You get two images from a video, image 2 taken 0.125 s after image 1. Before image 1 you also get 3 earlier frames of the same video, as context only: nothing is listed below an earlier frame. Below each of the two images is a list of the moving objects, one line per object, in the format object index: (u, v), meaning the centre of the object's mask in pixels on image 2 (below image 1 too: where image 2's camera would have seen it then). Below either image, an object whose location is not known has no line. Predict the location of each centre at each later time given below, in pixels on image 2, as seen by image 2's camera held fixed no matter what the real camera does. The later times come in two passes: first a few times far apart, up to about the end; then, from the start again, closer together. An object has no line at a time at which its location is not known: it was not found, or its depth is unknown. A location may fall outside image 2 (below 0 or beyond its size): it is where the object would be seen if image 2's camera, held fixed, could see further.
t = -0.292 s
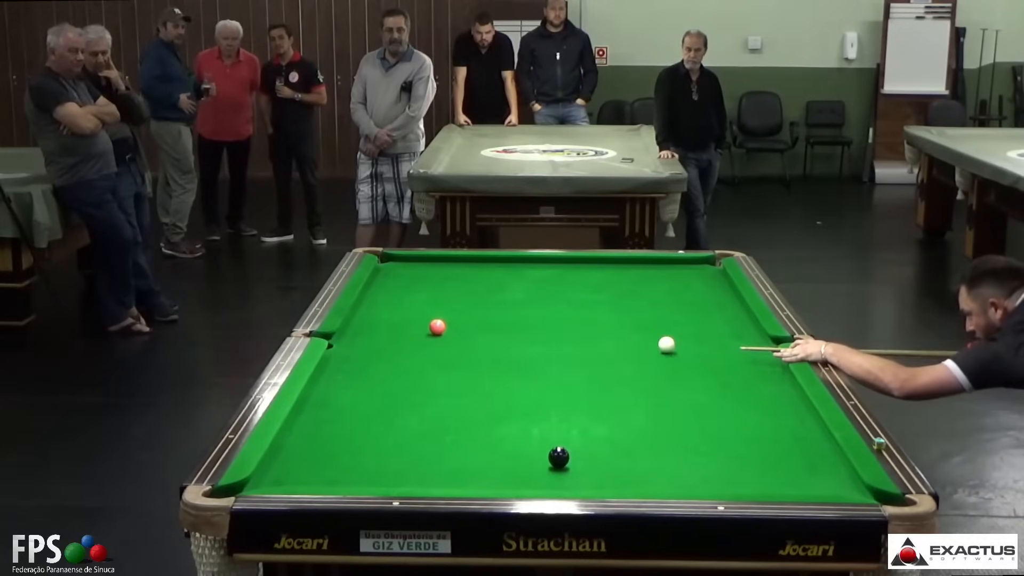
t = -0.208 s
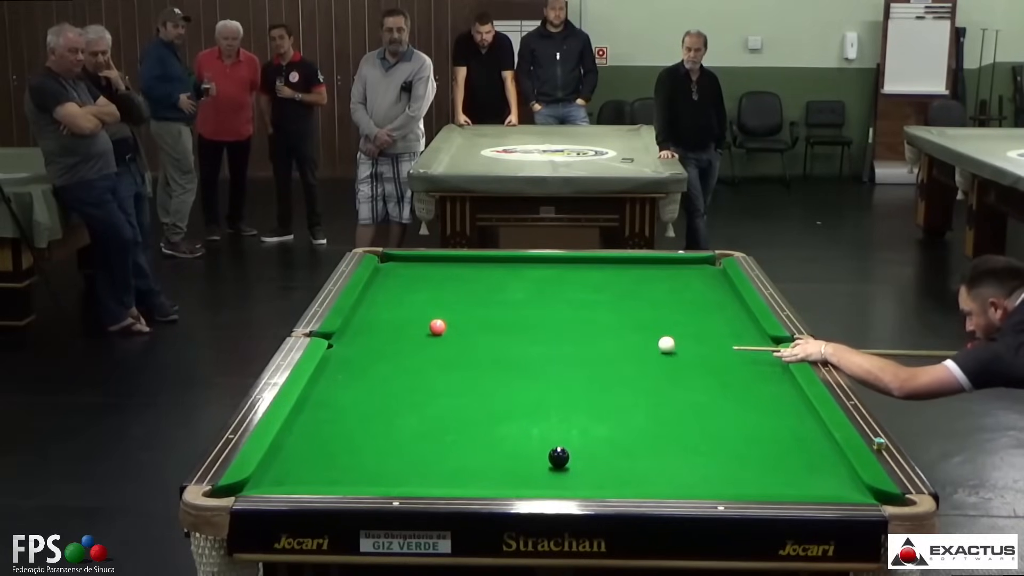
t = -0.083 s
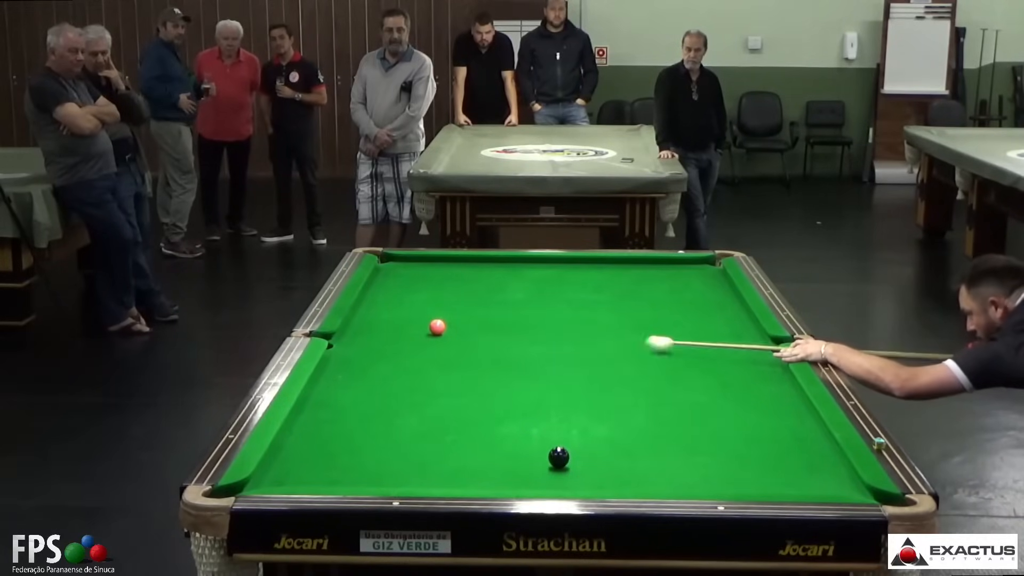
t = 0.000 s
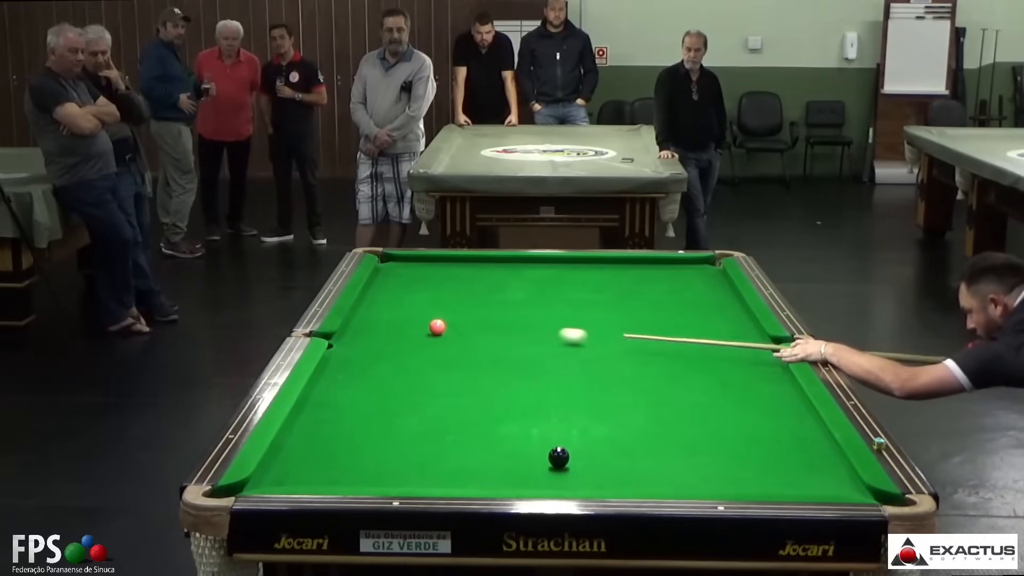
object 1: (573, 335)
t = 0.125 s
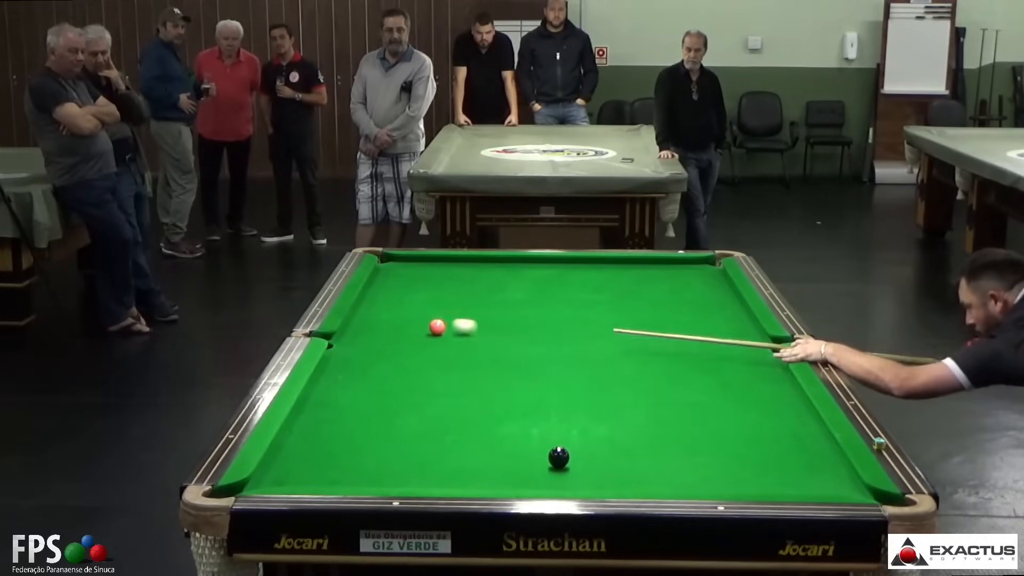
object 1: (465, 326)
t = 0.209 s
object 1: (431, 316)
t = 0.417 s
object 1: (371, 293)
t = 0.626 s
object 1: (433, 280)
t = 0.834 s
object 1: (485, 267)
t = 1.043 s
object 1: (528, 259)
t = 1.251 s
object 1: (575, 269)
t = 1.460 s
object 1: (619, 278)
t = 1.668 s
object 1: (670, 287)
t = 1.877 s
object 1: (718, 297)
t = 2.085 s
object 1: (721, 307)
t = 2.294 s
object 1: (695, 315)
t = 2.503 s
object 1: (667, 325)
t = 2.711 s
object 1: (640, 335)
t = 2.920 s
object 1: (609, 345)
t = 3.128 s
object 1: (580, 355)
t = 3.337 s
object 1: (548, 365)
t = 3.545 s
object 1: (518, 376)
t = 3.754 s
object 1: (484, 387)
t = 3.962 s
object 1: (452, 398)
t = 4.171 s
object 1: (416, 411)
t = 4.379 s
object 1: (382, 422)
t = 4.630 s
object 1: (340, 437)
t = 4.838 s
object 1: (303, 449)
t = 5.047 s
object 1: (274, 461)
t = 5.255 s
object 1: (286, 471)
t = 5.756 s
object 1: (316, 481)
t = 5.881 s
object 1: (324, 479)
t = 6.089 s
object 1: (339, 477)
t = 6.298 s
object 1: (350, 473)
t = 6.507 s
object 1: (361, 470)
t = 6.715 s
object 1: (369, 467)
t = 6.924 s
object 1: (376, 465)
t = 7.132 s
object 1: (381, 463)
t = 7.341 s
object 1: (385, 462)
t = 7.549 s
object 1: (387, 461)
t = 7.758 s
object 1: (389, 461)
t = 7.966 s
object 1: (388, 461)
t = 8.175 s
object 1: (388, 461)
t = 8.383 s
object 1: (388, 461)
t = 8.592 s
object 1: (388, 461)
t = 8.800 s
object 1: (388, 461)
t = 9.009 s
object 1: (388, 461)
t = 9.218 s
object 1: (388, 461)
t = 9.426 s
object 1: (388, 461)
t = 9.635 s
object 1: (388, 461)
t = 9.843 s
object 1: (388, 461)
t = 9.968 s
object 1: (388, 461)
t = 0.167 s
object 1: (441, 320)
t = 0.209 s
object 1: (431, 316)
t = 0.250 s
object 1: (416, 310)
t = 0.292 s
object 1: (405, 306)
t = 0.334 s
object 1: (388, 301)
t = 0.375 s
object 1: (375, 297)
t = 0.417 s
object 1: (371, 293)
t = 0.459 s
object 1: (383, 291)
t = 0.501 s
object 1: (400, 288)
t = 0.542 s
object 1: (410, 285)
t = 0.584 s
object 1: (424, 282)
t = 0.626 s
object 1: (433, 280)
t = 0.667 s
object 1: (445, 277)
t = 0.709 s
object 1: (453, 275)
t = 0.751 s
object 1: (465, 272)
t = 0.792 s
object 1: (473, 270)
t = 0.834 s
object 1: (485, 267)
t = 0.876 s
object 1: (492, 265)
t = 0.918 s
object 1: (503, 263)
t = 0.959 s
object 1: (510, 261)
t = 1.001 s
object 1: (521, 258)
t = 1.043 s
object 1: (528, 259)
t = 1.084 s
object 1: (539, 262)
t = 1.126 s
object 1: (546, 263)
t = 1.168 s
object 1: (557, 265)
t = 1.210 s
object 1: (564, 267)
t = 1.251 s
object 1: (575, 269)
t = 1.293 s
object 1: (582, 270)
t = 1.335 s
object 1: (593, 272)
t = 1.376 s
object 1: (601, 274)
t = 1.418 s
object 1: (612, 276)
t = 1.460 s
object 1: (619, 278)
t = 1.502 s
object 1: (631, 280)
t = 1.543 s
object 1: (639, 281)
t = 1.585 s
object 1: (650, 284)
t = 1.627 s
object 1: (658, 285)
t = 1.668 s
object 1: (670, 287)
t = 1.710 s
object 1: (677, 289)
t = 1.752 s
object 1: (689, 292)
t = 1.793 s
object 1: (697, 293)
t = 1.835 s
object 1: (709, 295)
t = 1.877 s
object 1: (718, 297)
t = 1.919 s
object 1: (730, 299)
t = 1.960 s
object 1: (738, 301)
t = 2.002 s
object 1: (732, 303)
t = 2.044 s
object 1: (727, 305)
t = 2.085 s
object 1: (721, 307)
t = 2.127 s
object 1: (716, 308)
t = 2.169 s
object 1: (710, 310)
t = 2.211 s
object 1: (706, 312)
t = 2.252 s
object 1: (699, 314)
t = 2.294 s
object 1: (695, 315)
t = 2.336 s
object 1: (689, 318)
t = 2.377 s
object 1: (684, 319)
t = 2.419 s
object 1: (678, 321)
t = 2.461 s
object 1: (674, 323)
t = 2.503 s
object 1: (667, 325)
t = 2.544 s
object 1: (662, 327)
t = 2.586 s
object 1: (656, 329)
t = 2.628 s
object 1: (651, 330)
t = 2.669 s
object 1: (644, 333)
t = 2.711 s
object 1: (640, 335)
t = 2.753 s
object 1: (633, 337)
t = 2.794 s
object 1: (628, 338)
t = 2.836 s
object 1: (621, 341)
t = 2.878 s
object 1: (616, 342)
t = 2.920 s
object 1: (609, 345)
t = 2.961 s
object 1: (604, 346)
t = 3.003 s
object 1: (597, 349)
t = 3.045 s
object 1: (592, 350)
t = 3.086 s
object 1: (585, 353)
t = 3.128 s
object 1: (580, 355)
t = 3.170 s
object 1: (573, 357)
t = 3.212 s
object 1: (568, 359)
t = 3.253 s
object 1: (561, 361)
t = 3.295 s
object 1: (556, 363)
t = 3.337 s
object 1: (548, 365)
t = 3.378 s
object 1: (543, 367)
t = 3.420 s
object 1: (536, 370)
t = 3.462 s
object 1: (531, 371)
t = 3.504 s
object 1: (523, 374)
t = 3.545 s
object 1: (518, 376)
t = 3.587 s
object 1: (510, 378)
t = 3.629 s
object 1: (505, 380)
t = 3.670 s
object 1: (497, 383)
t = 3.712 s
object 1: (492, 385)
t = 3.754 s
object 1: (484, 387)
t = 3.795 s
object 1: (478, 389)
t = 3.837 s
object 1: (470, 392)
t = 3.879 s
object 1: (465, 394)
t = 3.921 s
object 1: (457, 396)
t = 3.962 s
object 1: (452, 398)
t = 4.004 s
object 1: (444, 401)
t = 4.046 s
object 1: (438, 403)
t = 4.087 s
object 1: (430, 406)
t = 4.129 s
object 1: (425, 408)
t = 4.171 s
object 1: (416, 411)
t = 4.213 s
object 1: (411, 412)
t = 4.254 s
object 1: (402, 416)
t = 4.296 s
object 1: (397, 417)
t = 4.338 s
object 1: (388, 420)
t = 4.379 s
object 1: (382, 422)
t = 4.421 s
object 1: (374, 425)
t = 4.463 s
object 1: (368, 427)
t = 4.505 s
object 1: (360, 430)
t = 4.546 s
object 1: (354, 432)
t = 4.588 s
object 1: (346, 435)
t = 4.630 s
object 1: (340, 437)
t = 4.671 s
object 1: (331, 440)
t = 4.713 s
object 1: (326, 442)
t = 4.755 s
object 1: (317, 445)
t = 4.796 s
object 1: (311, 446)
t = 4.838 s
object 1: (303, 449)
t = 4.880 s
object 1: (297, 452)
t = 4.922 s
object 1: (288, 454)
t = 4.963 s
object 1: (282, 457)
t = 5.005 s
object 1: (274, 459)
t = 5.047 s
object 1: (274, 461)
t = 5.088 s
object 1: (277, 463)
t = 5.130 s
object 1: (279, 465)
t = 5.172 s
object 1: (282, 467)
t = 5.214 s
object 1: (283, 469)
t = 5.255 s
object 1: (286, 471)
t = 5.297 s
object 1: (288, 472)
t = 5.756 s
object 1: (316, 481)
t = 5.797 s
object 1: (319, 481)
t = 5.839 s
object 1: (322, 480)
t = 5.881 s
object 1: (324, 479)
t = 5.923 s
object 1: (328, 478)
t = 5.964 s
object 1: (330, 478)
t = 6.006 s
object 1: (333, 478)
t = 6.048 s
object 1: (335, 477)
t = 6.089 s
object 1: (339, 477)
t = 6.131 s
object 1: (341, 476)
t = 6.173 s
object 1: (343, 476)
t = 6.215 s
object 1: (346, 475)
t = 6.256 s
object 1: (348, 474)
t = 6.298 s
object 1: (350, 473)
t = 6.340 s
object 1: (353, 473)
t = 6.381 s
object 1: (354, 472)
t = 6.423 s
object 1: (357, 471)
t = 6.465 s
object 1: (359, 471)
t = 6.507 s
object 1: (361, 470)
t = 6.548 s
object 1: (362, 470)
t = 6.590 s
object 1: (364, 469)
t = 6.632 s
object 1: (366, 468)
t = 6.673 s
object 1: (368, 468)
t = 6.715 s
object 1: (369, 467)
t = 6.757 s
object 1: (370, 467)
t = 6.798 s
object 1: (371, 466)
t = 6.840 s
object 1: (373, 466)
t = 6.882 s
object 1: (374, 465)
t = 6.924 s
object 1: (376, 465)
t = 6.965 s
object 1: (376, 465)
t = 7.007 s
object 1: (378, 464)
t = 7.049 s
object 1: (379, 464)
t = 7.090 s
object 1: (380, 464)
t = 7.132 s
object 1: (381, 463)
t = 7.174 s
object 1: (382, 463)
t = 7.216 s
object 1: (382, 462)
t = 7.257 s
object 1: (383, 462)
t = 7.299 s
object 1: (384, 462)
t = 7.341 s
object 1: (385, 462)
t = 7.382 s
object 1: (385, 462)
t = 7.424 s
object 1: (386, 461)
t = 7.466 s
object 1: (386, 461)
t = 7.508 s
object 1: (387, 461)
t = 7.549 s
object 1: (387, 461)
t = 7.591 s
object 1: (388, 461)
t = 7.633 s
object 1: (388, 461)
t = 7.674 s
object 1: (389, 461)
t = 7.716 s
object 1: (389, 461)
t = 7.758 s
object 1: (389, 461)
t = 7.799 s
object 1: (389, 461)
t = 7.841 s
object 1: (389, 461)
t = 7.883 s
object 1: (388, 461)
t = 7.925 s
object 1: (388, 461)
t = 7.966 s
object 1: (388, 461)
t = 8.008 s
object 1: (388, 461)
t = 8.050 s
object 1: (388, 461)
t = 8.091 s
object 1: (388, 461)
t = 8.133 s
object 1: (388, 461)
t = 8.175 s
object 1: (388, 461)
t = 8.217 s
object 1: (388, 461)
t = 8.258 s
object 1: (388, 461)
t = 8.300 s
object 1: (388, 461)
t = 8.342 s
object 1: (388, 461)
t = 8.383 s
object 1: (388, 461)
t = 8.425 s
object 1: (388, 461)
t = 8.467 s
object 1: (388, 461)
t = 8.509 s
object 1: (388, 461)
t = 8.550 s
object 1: (388, 461)
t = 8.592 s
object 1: (388, 461)
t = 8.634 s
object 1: (388, 461)
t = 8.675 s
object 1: (388, 461)
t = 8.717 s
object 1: (388, 461)
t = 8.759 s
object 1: (388, 461)
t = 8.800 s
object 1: (388, 461)
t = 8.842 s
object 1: (388, 461)
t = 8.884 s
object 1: (388, 461)
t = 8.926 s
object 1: (388, 461)
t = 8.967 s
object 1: (388, 461)
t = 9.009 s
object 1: (388, 461)
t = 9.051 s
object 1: (388, 461)
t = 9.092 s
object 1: (388, 461)
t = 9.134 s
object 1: (388, 461)
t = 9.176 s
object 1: (388, 461)
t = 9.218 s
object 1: (388, 461)
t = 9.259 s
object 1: (388, 461)
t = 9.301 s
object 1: (388, 461)
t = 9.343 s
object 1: (388, 461)
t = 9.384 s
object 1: (388, 461)
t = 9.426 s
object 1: (388, 461)
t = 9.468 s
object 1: (388, 461)
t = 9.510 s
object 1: (388, 461)
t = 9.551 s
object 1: (388, 461)
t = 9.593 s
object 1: (388, 461)
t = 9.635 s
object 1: (388, 461)
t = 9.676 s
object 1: (388, 461)
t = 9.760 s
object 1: (388, 461)
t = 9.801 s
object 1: (388, 461)
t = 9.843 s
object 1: (388, 461)
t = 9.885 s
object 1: (388, 461)
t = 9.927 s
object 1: (388, 461)
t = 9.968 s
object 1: (388, 461)
